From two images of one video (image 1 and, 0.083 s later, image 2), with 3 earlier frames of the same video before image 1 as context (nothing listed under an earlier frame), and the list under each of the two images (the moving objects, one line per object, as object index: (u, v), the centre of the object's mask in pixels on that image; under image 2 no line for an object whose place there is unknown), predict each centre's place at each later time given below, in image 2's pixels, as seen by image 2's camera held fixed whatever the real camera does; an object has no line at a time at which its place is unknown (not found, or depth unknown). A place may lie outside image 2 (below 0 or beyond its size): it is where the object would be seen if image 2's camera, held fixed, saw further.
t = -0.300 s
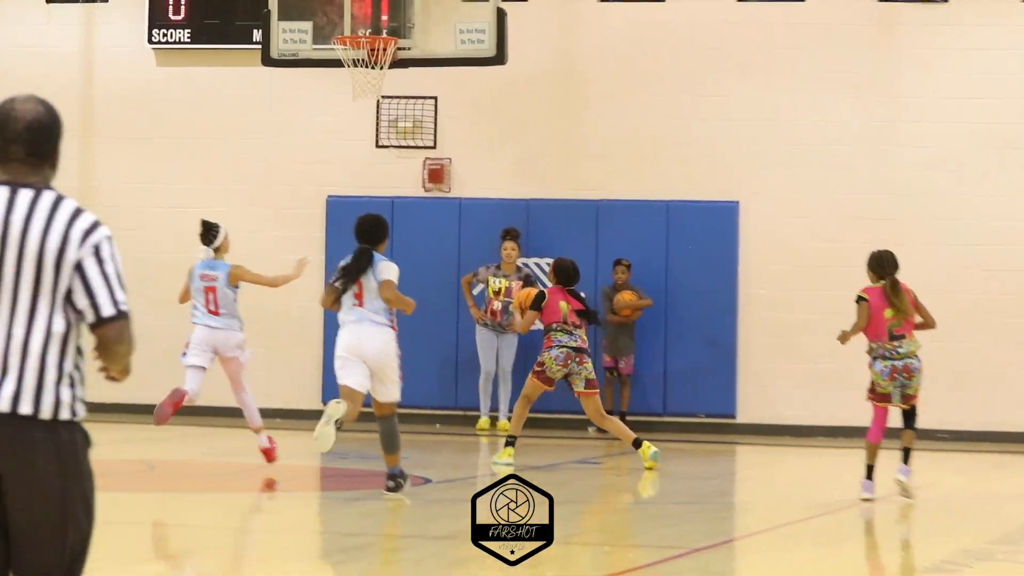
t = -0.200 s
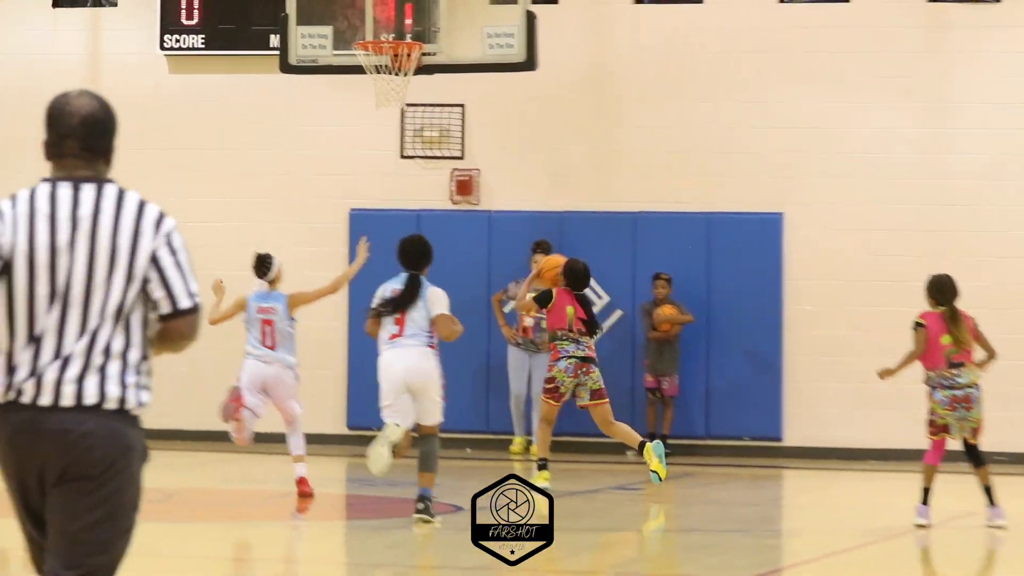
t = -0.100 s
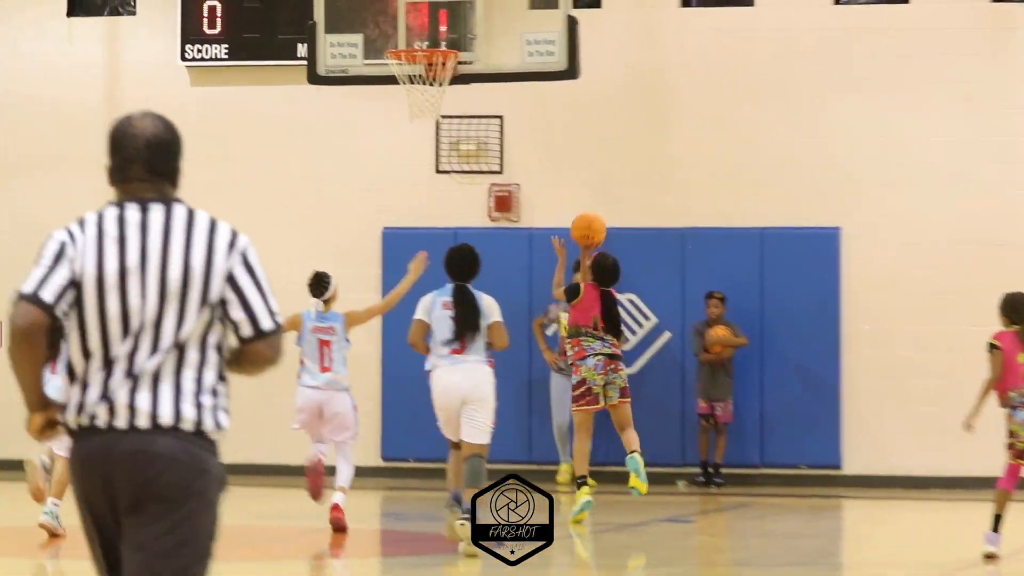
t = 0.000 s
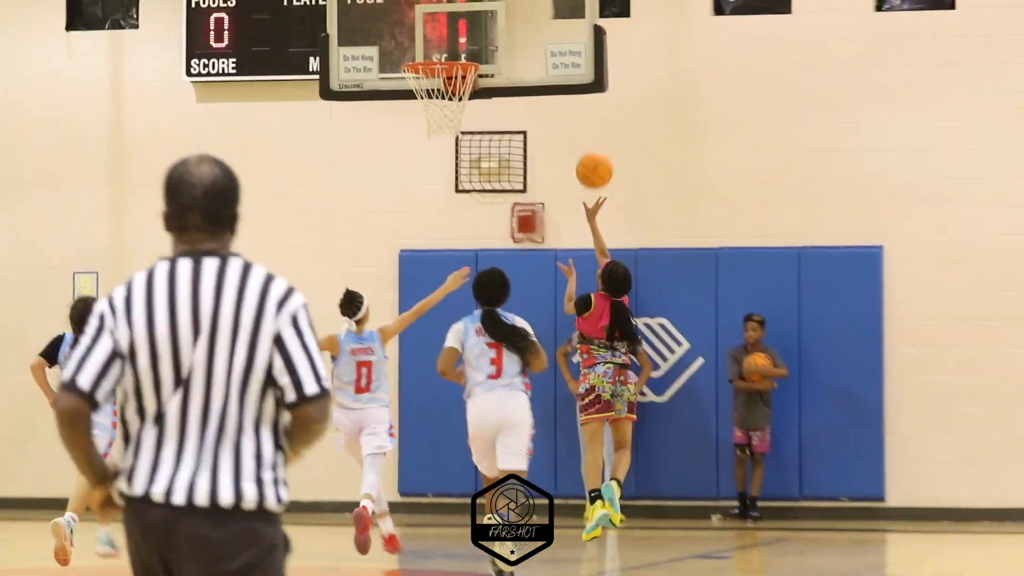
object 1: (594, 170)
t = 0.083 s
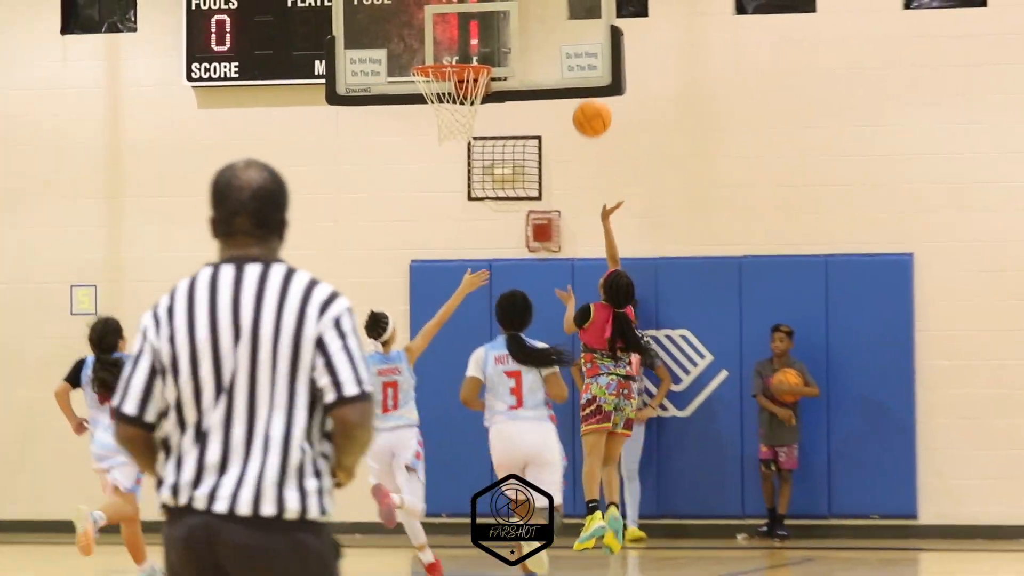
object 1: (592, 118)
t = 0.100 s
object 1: (588, 107)
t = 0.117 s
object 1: (583, 99)
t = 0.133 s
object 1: (579, 89)
